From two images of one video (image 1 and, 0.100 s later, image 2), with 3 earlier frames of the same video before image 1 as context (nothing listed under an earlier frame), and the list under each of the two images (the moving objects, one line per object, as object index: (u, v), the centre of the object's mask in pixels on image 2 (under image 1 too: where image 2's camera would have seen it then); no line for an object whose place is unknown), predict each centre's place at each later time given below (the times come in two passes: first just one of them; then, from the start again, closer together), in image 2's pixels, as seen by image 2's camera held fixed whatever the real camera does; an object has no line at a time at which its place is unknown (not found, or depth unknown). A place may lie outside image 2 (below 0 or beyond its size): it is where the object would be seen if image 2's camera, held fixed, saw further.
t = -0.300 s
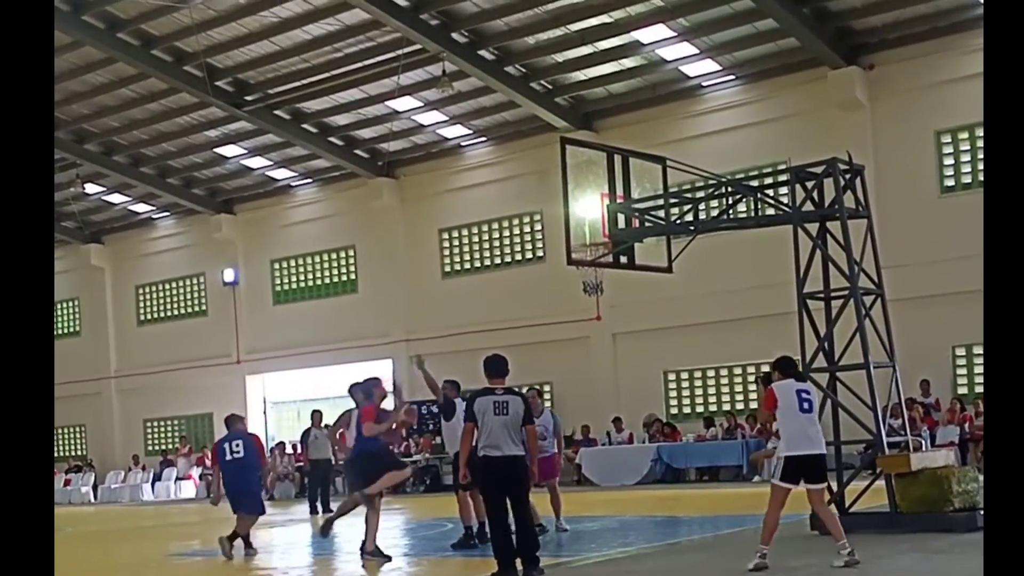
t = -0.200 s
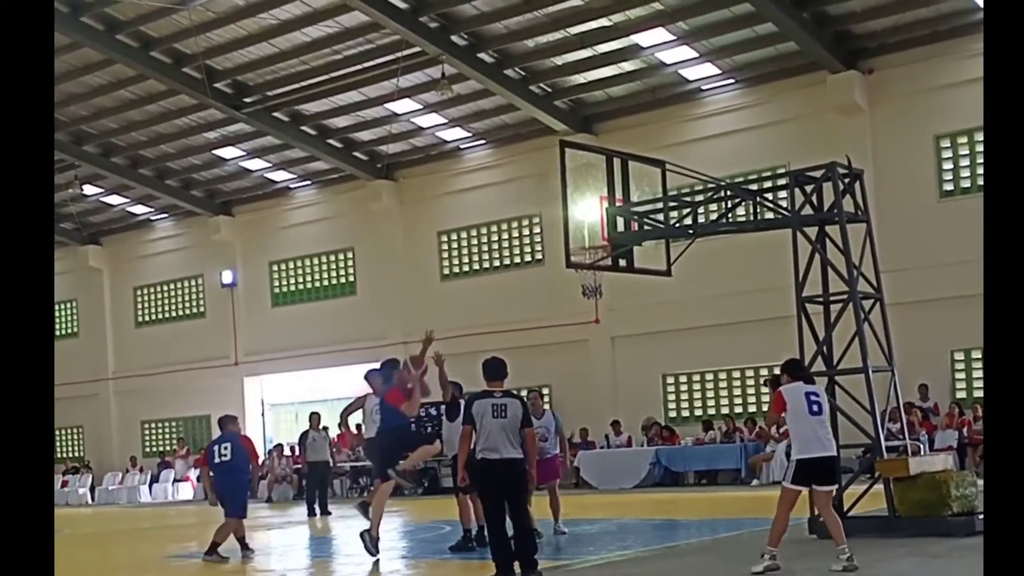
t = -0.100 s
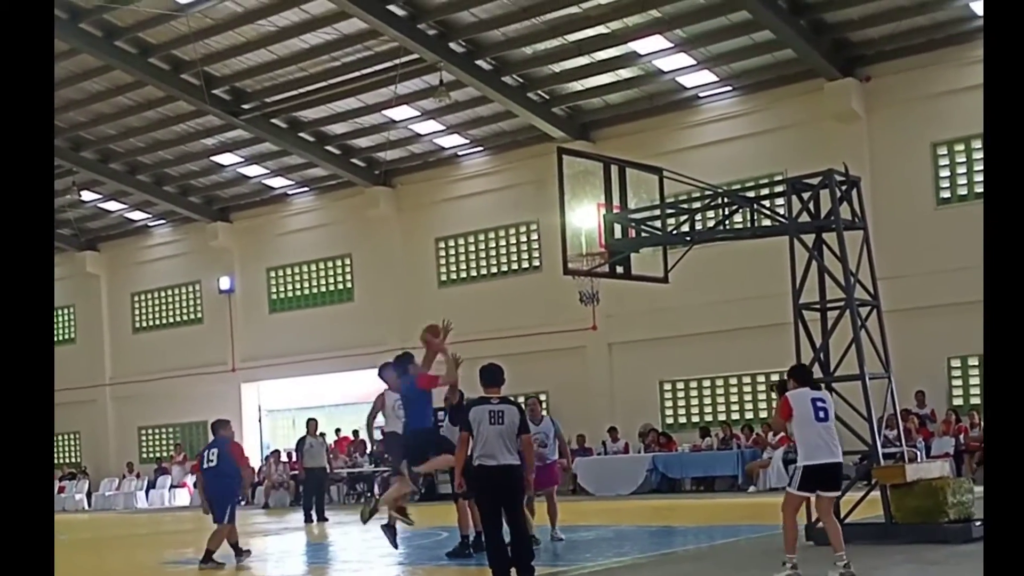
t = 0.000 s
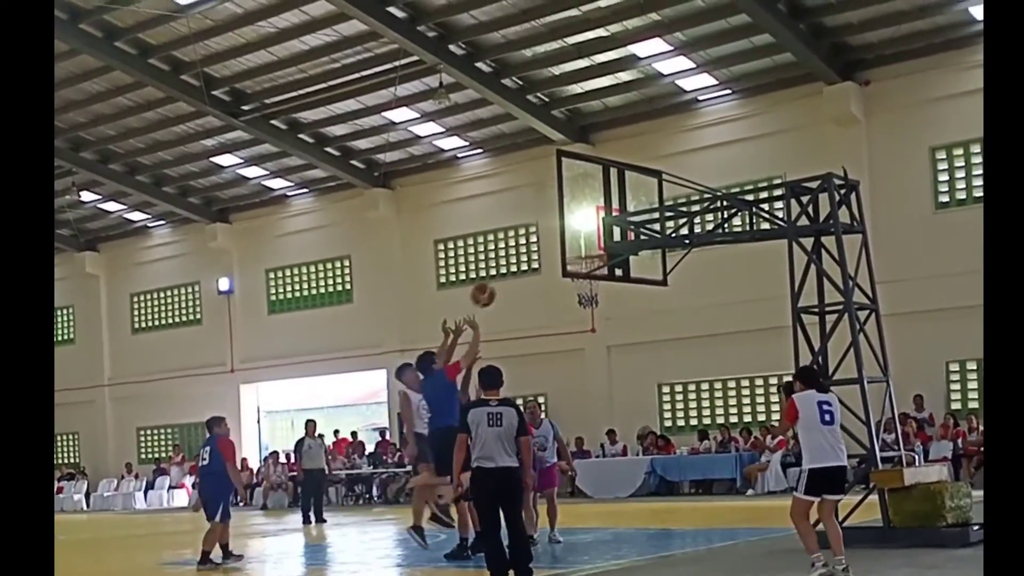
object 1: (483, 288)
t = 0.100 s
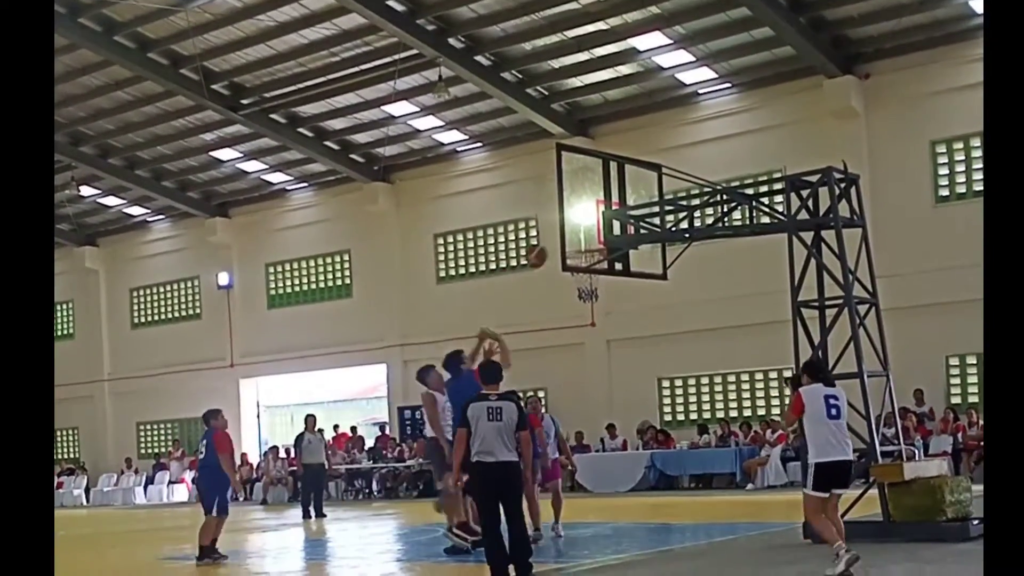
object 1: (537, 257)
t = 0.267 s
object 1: (583, 235)
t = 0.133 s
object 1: (551, 247)
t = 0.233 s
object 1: (579, 235)
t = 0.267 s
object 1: (583, 235)
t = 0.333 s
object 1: (592, 237)
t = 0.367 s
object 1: (595, 241)
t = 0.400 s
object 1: (598, 244)
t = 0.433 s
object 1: (601, 249)
